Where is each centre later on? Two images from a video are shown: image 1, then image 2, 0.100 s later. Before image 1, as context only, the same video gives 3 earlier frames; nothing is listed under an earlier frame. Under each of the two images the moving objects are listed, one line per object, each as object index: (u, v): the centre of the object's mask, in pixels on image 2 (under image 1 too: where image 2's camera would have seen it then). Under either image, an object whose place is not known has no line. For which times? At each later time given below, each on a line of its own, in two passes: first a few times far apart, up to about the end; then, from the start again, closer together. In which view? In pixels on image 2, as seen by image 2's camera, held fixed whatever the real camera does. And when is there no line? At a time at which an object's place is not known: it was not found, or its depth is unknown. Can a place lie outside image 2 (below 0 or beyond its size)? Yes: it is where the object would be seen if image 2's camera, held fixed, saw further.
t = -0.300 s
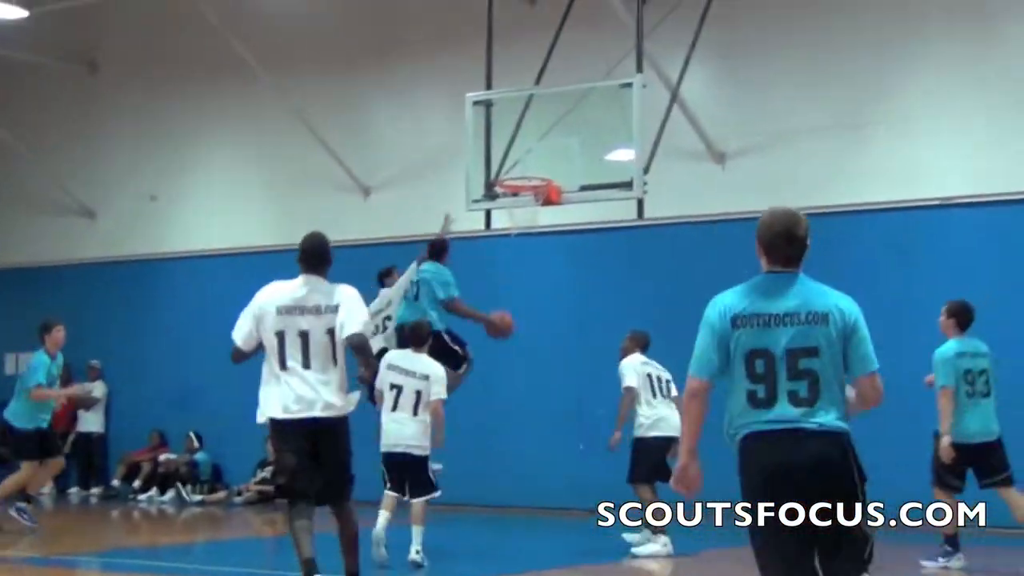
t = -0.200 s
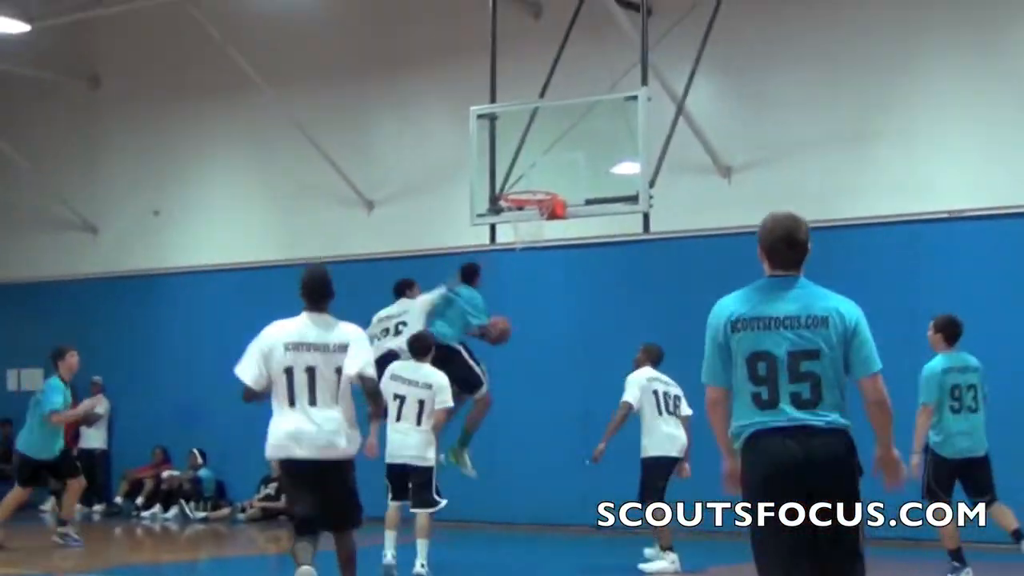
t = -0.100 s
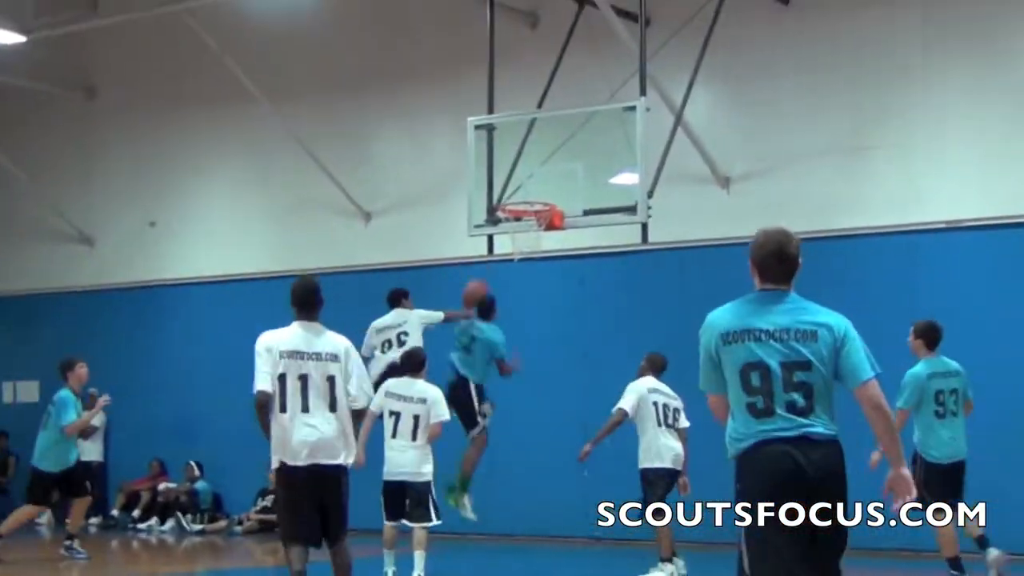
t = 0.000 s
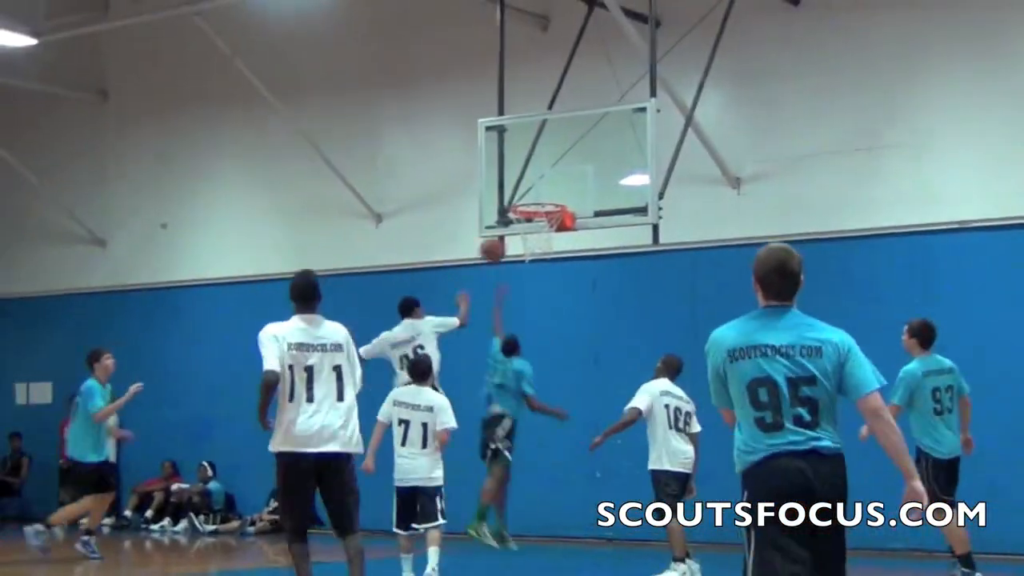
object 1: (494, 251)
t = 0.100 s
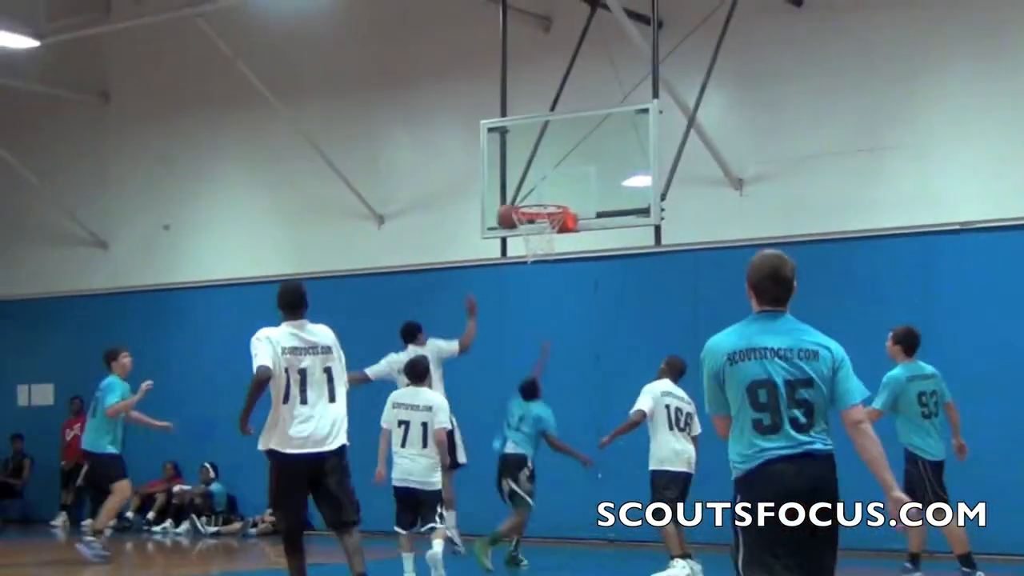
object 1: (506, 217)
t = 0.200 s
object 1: (526, 193)
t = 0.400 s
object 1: (543, 191)
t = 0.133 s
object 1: (513, 203)
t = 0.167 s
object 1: (520, 197)
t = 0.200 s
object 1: (526, 193)
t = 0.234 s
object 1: (530, 188)
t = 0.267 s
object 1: (534, 186)
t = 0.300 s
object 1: (536, 185)
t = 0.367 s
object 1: (540, 188)
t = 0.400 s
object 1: (543, 191)
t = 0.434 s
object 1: (545, 197)
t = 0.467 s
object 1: (548, 203)
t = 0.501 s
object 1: (552, 210)
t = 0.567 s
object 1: (554, 227)
